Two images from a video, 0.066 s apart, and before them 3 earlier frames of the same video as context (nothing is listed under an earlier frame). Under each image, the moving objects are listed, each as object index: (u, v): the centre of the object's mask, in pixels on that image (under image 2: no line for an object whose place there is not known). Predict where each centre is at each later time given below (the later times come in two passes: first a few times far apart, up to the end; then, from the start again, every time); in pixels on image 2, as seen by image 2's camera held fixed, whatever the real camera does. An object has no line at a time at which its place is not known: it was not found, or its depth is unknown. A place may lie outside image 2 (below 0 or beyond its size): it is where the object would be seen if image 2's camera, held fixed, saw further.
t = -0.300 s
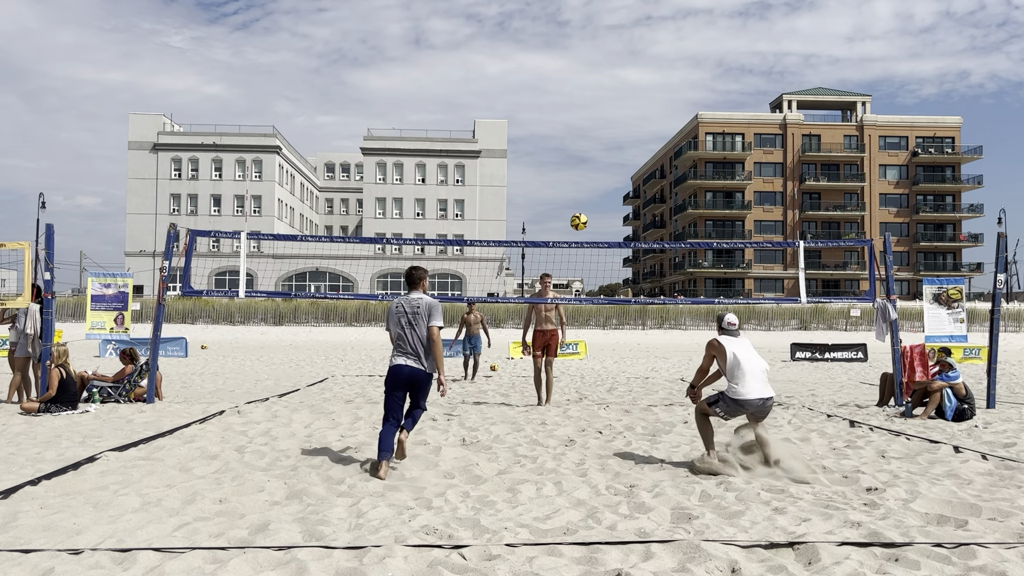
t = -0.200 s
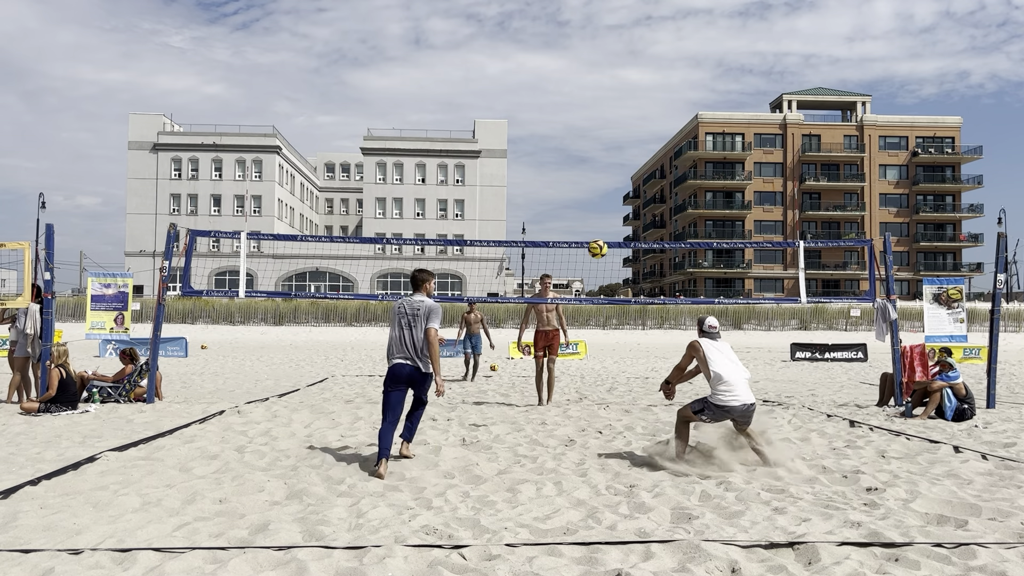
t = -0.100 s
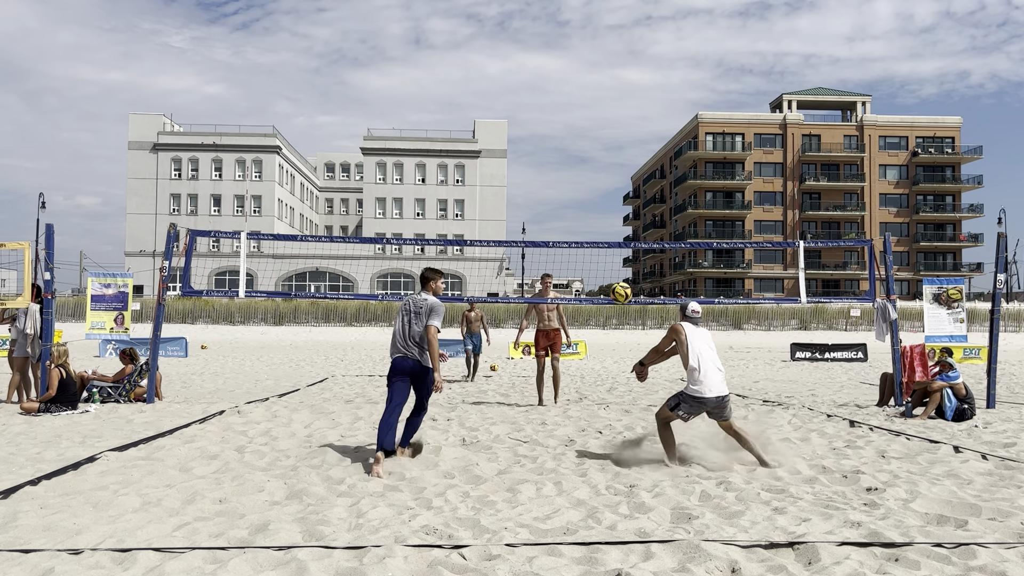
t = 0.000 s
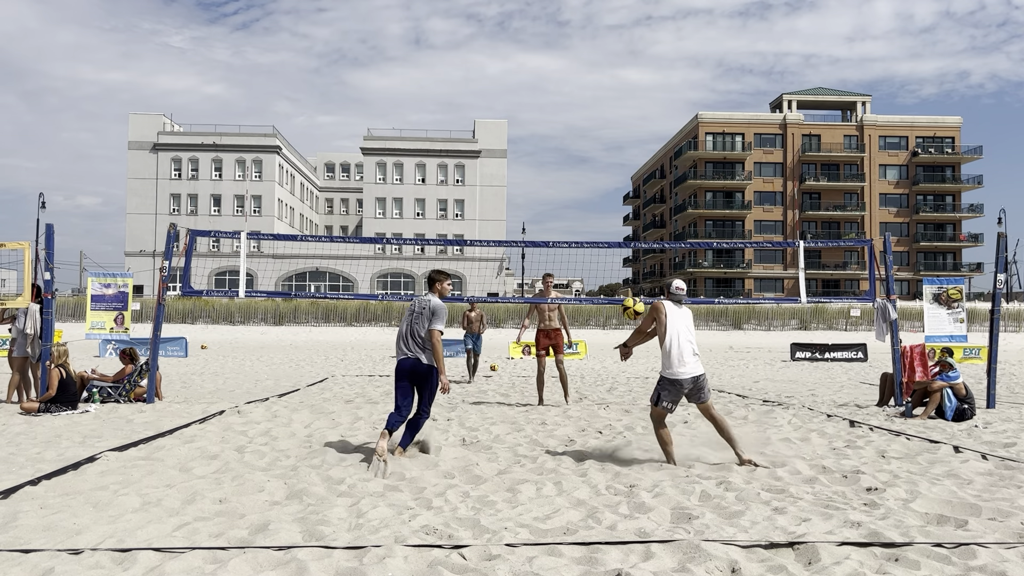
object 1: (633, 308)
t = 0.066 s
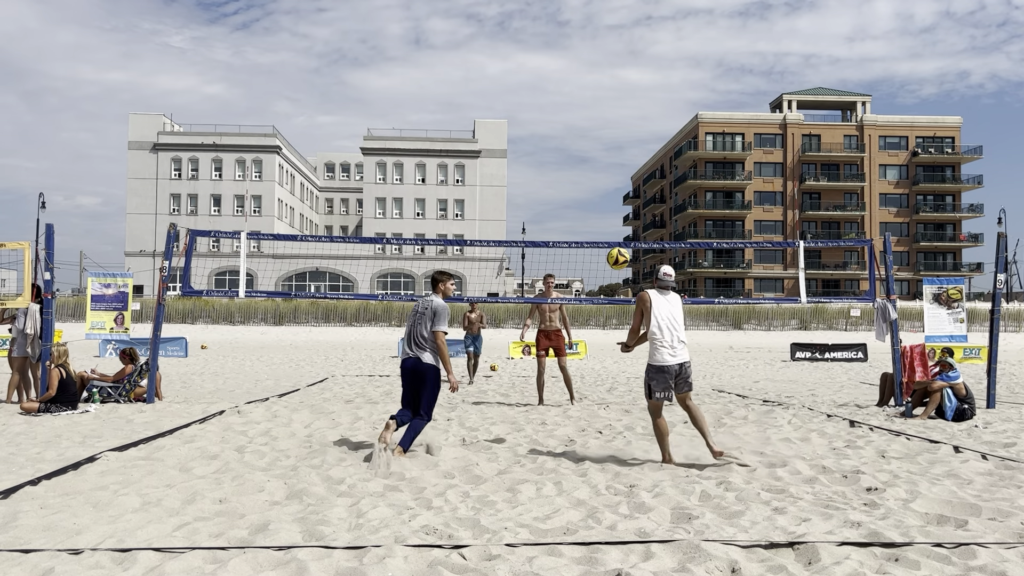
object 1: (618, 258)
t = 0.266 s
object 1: (581, 149)
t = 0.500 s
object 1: (545, 88)
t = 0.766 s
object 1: (512, 83)
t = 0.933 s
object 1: (495, 107)
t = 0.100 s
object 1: (611, 236)
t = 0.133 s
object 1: (604, 215)
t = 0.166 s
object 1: (598, 197)
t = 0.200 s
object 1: (592, 179)
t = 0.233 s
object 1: (586, 164)
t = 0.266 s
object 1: (581, 149)
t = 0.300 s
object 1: (575, 136)
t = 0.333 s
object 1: (570, 125)
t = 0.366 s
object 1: (565, 116)
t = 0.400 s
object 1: (560, 107)
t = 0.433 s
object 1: (555, 99)
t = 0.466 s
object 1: (550, 93)
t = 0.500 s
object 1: (545, 88)
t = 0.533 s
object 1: (541, 84)
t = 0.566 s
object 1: (537, 81)
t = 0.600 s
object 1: (533, 79)
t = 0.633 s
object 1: (529, 78)
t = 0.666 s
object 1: (524, 78)
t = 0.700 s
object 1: (520, 79)
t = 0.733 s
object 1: (516, 80)
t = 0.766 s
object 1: (512, 83)
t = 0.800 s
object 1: (509, 86)
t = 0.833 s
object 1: (506, 90)
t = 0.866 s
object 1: (502, 95)
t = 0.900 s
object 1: (498, 101)
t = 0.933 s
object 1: (495, 107)
